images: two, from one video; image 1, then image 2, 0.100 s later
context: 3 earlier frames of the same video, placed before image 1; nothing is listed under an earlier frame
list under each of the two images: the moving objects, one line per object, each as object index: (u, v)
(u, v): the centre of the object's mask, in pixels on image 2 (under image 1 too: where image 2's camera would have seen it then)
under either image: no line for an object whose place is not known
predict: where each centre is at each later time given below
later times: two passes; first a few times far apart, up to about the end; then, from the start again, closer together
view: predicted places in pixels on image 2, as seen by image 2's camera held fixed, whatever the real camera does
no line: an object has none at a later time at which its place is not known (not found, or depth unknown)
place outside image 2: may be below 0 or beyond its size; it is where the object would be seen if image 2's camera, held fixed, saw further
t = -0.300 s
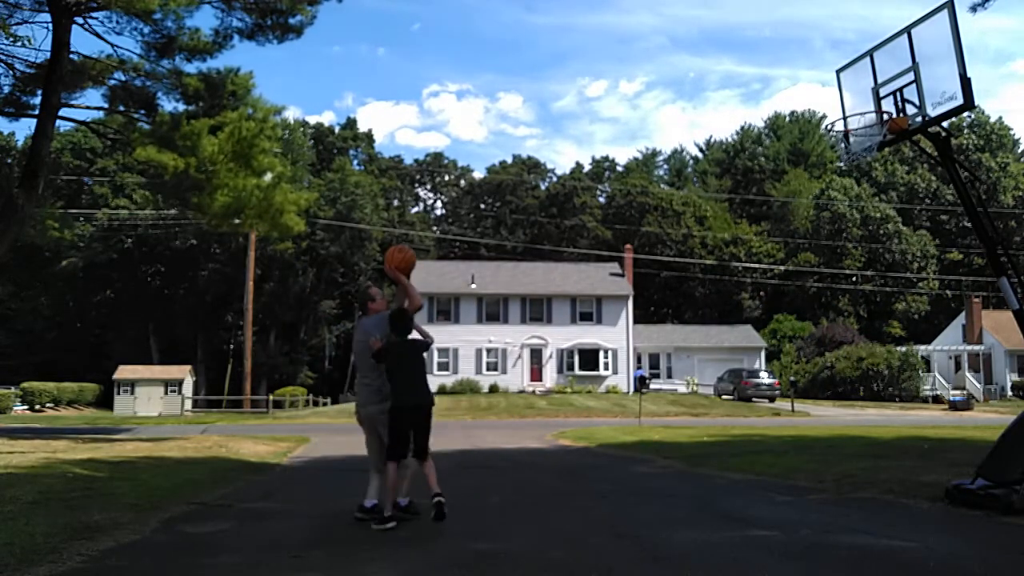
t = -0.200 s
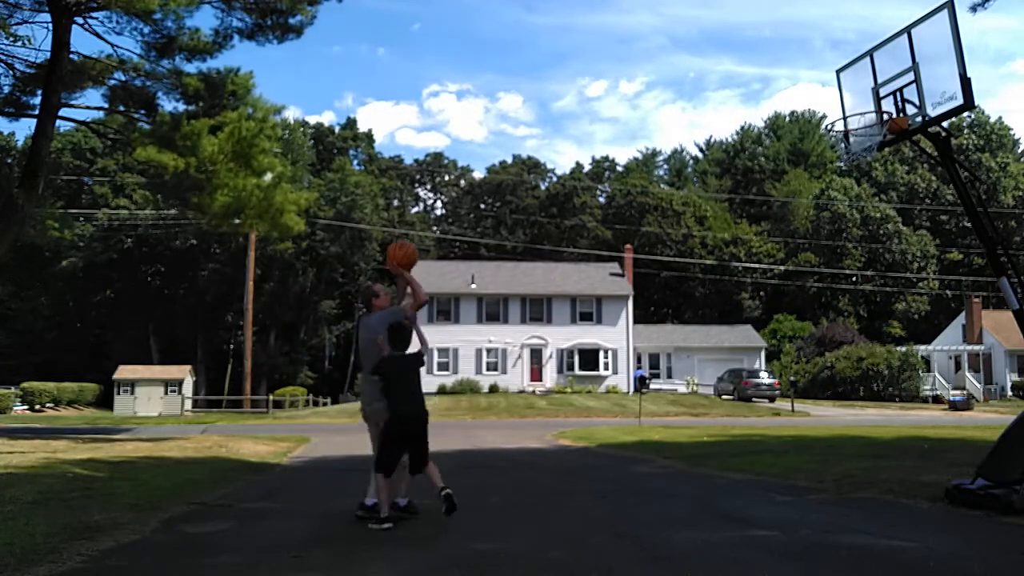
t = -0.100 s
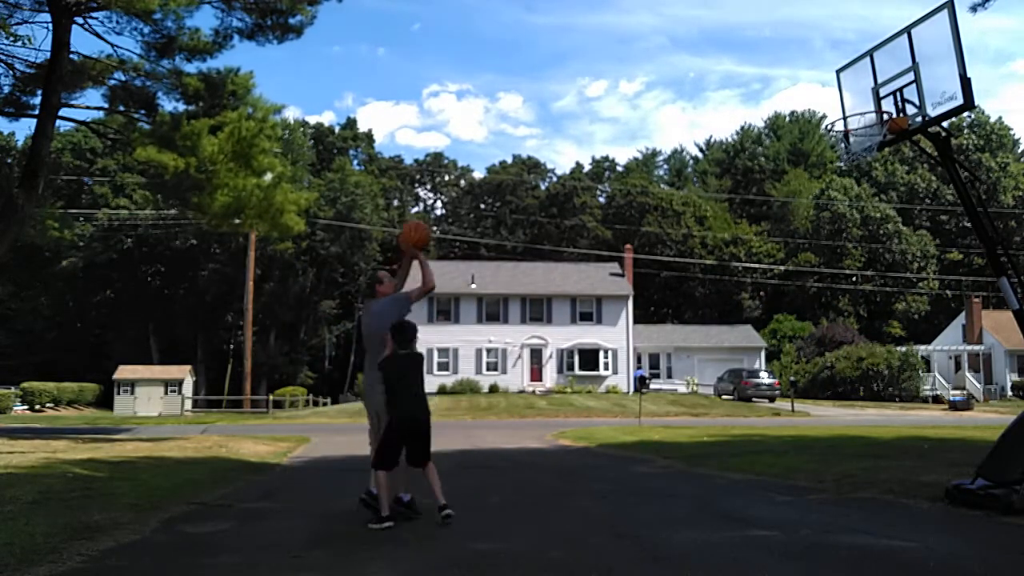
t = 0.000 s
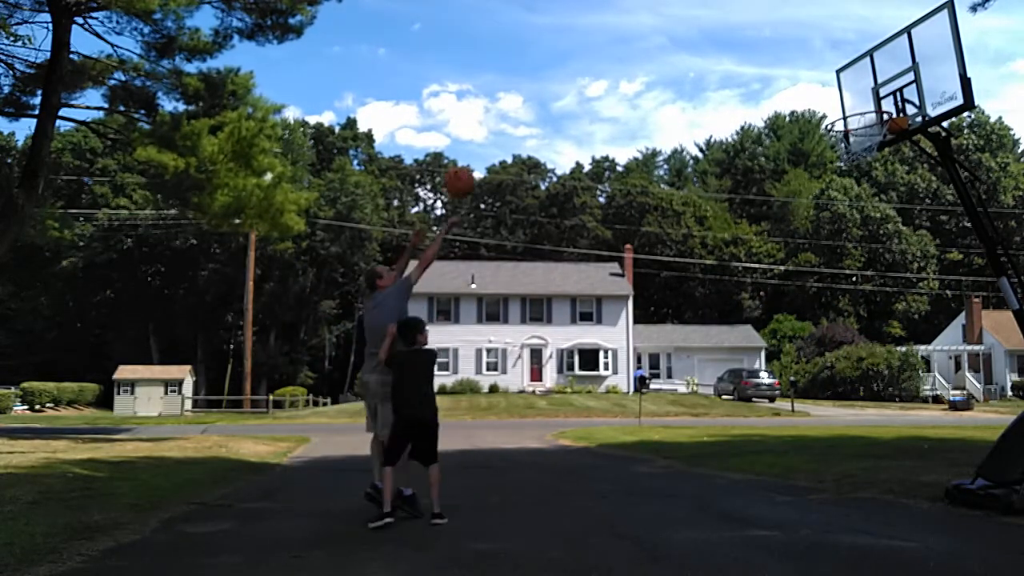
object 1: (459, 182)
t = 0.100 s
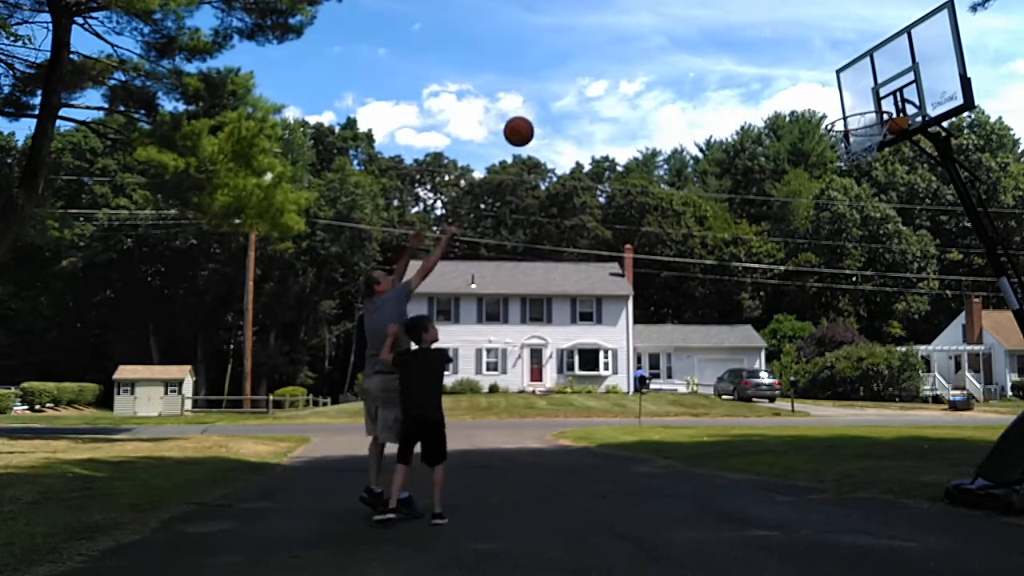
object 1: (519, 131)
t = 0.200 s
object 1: (576, 92)
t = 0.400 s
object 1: (692, 53)
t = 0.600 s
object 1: (808, 63)
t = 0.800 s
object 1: (892, 90)
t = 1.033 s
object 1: (844, 83)
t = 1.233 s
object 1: (802, 134)
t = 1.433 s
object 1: (759, 245)
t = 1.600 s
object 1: (719, 394)
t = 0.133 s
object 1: (538, 117)
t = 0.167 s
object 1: (557, 104)
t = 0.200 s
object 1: (576, 92)
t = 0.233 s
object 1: (596, 82)
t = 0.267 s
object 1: (615, 74)
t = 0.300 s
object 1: (634, 66)
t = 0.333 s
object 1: (654, 61)
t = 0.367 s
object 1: (673, 56)
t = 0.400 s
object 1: (692, 53)
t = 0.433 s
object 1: (711, 51)
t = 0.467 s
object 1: (730, 51)
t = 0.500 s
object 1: (750, 52)
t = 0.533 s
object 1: (769, 54)
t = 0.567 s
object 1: (788, 58)
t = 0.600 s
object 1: (808, 63)
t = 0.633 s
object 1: (827, 70)
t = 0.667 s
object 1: (847, 78)
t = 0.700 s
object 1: (866, 87)
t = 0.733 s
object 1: (886, 98)
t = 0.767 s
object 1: (898, 96)
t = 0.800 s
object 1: (892, 90)
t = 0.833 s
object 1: (885, 85)
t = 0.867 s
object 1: (878, 81)
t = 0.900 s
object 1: (871, 79)
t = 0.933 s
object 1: (864, 77)
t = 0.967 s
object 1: (857, 78)
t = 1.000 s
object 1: (850, 79)
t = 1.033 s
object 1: (844, 83)
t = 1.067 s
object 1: (837, 87)
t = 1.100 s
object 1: (830, 93)
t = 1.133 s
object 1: (823, 101)
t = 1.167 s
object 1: (816, 111)
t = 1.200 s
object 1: (808, 122)
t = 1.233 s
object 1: (802, 134)
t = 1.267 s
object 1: (795, 147)
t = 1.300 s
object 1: (788, 164)
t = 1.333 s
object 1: (781, 182)
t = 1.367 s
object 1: (773, 200)
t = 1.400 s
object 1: (765, 222)
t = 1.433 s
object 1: (759, 245)
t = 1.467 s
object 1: (749, 271)
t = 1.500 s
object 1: (743, 300)
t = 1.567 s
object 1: (727, 359)
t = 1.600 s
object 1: (719, 394)
